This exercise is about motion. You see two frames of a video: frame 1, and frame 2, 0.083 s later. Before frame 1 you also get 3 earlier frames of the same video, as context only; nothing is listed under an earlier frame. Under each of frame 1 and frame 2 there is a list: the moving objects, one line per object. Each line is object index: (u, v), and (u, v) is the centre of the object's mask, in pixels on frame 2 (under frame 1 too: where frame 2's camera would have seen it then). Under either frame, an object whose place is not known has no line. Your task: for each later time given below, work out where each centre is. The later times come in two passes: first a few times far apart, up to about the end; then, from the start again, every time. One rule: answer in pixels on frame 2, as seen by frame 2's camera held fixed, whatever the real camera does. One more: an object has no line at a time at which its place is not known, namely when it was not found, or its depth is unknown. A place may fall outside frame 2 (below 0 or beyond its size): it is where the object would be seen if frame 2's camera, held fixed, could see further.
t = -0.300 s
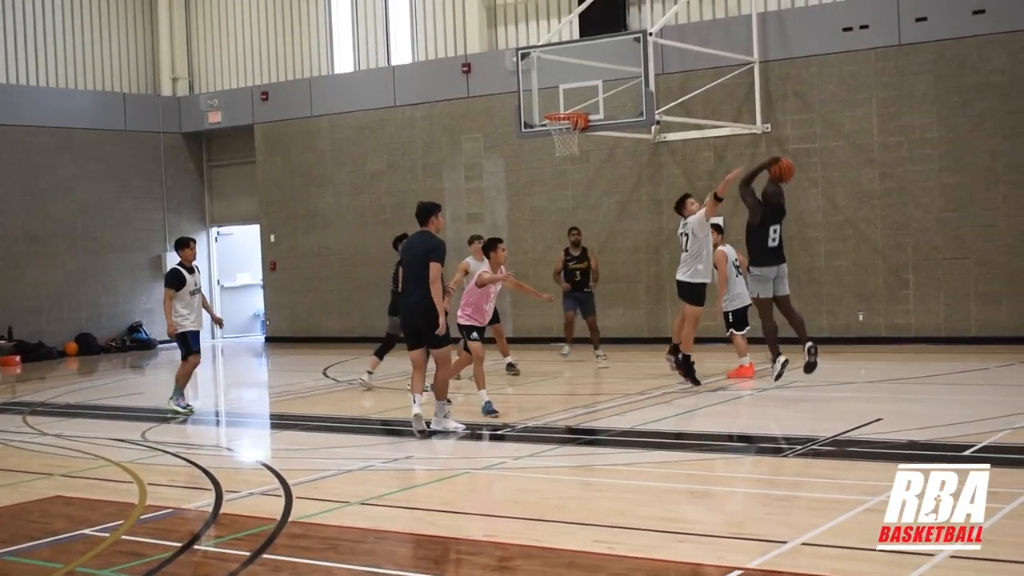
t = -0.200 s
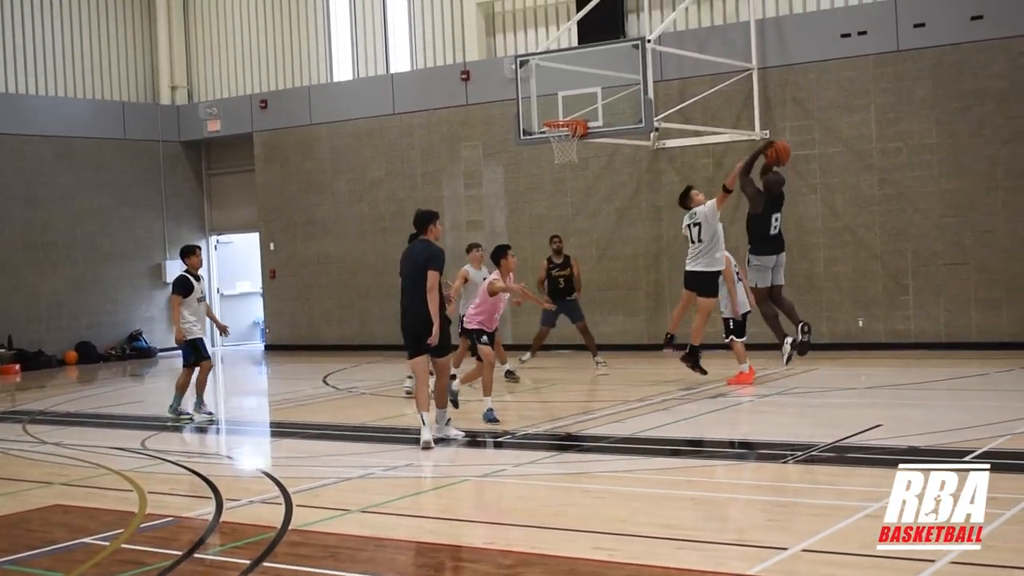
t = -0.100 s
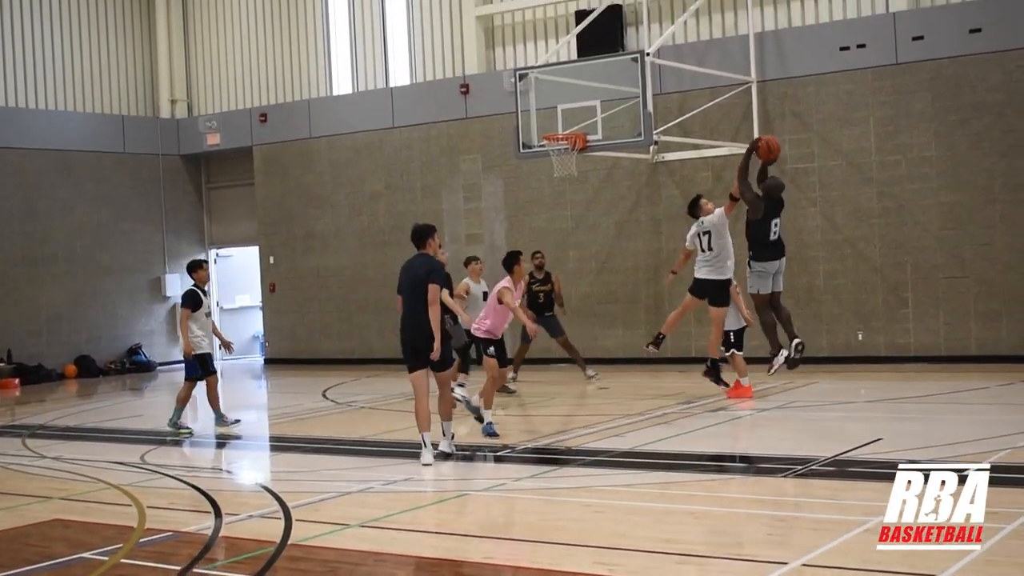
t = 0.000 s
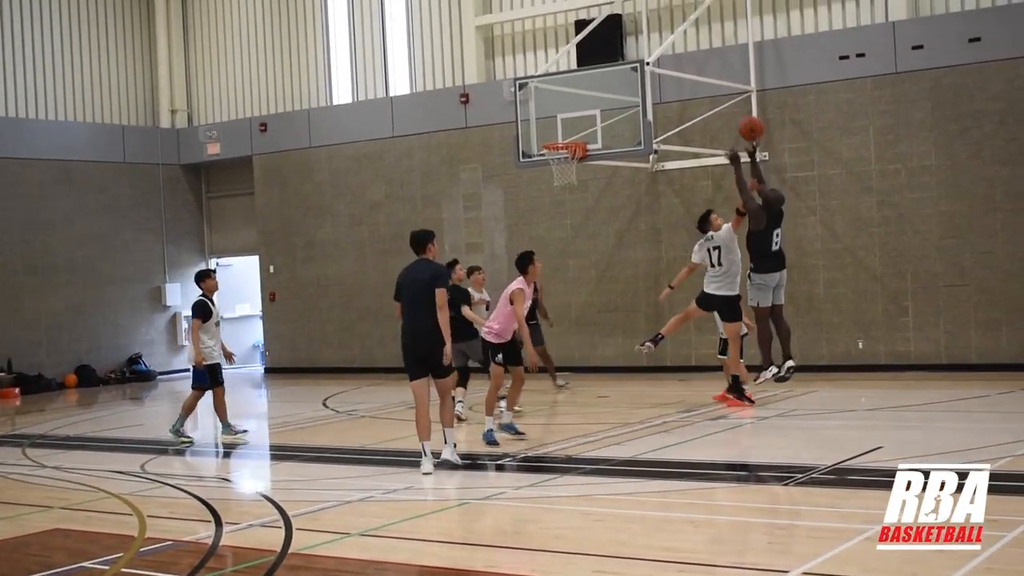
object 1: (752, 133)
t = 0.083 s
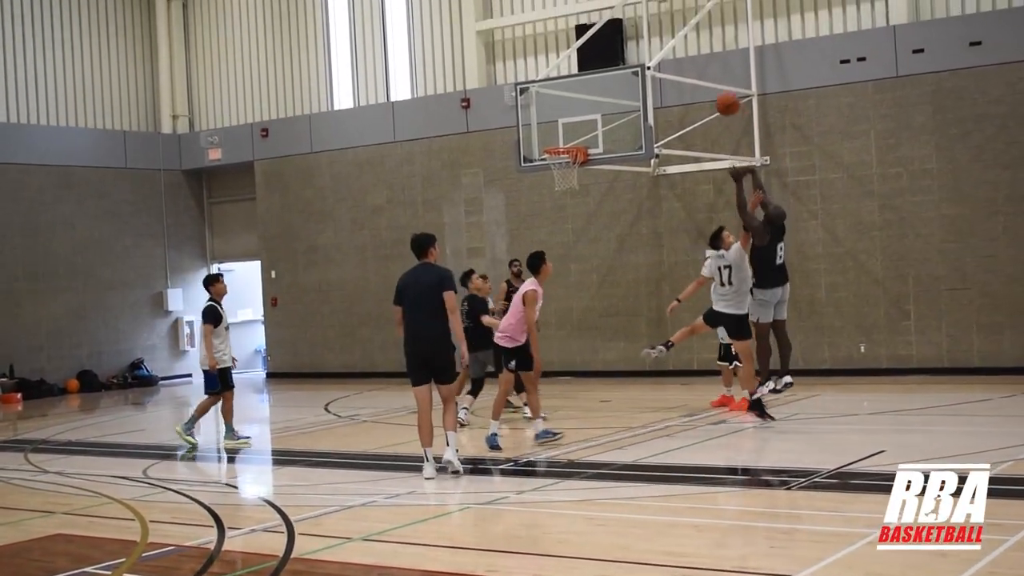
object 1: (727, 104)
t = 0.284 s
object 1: (676, 69)
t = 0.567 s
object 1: (619, 83)
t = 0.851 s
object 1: (560, 140)
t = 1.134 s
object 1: (587, 165)
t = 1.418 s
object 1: (576, 205)
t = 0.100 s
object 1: (723, 99)
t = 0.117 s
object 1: (718, 95)
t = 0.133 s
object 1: (713, 90)
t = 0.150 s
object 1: (709, 87)
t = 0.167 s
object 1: (705, 83)
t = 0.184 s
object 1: (700, 80)
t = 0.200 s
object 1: (696, 78)
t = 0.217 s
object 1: (692, 75)
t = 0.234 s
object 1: (688, 73)
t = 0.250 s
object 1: (684, 71)
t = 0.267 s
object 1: (680, 70)
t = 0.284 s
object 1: (676, 69)
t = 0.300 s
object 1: (672, 68)
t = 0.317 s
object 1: (668, 66)
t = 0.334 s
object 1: (665, 66)
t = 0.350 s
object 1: (661, 66)
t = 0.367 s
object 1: (658, 65)
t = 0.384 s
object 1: (654, 66)
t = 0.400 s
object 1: (651, 66)
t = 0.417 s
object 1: (647, 66)
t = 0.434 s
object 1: (644, 67)
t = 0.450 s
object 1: (641, 69)
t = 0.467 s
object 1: (637, 70)
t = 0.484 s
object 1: (635, 71)
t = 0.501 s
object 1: (632, 73)
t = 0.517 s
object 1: (628, 76)
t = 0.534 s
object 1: (625, 78)
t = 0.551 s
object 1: (622, 80)
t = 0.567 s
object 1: (619, 83)
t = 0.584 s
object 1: (616, 86)
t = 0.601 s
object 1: (613, 89)
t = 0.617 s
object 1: (610, 92)
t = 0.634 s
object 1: (607, 96)
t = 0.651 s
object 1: (605, 100)
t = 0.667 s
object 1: (602, 104)
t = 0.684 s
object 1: (599, 107)
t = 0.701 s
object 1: (597, 112)
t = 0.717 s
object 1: (594, 116)
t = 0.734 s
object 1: (590, 118)
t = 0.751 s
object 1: (585, 121)
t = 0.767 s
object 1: (581, 124)
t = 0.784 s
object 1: (577, 127)
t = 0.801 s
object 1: (573, 131)
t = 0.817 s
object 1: (568, 135)
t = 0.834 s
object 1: (564, 138)
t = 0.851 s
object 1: (560, 140)
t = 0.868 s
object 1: (555, 143)
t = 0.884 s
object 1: (555, 150)
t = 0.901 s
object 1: (556, 152)
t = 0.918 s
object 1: (561, 156)
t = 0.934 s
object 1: (570, 157)
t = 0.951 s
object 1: (571, 158)
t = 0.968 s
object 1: (578, 158)
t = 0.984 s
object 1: (579, 160)
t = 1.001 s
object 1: (582, 165)
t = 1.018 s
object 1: (585, 164)
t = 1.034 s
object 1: (584, 162)
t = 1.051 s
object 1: (585, 162)
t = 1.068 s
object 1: (585, 162)
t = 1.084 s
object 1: (585, 162)
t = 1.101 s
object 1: (587, 165)
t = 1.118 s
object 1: (587, 165)
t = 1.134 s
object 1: (587, 165)
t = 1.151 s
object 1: (586, 165)
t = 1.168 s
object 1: (585, 166)
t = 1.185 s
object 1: (584, 164)
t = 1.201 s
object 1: (584, 165)
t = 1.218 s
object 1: (583, 169)
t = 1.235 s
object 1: (583, 171)
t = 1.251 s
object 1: (582, 173)
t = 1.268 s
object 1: (581, 175)
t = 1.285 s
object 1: (581, 178)
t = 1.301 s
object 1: (580, 182)
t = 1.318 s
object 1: (580, 184)
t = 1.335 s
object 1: (579, 187)
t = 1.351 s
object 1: (578, 191)
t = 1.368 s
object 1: (577, 194)
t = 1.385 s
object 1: (577, 197)
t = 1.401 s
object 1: (577, 201)
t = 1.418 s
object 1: (576, 205)
